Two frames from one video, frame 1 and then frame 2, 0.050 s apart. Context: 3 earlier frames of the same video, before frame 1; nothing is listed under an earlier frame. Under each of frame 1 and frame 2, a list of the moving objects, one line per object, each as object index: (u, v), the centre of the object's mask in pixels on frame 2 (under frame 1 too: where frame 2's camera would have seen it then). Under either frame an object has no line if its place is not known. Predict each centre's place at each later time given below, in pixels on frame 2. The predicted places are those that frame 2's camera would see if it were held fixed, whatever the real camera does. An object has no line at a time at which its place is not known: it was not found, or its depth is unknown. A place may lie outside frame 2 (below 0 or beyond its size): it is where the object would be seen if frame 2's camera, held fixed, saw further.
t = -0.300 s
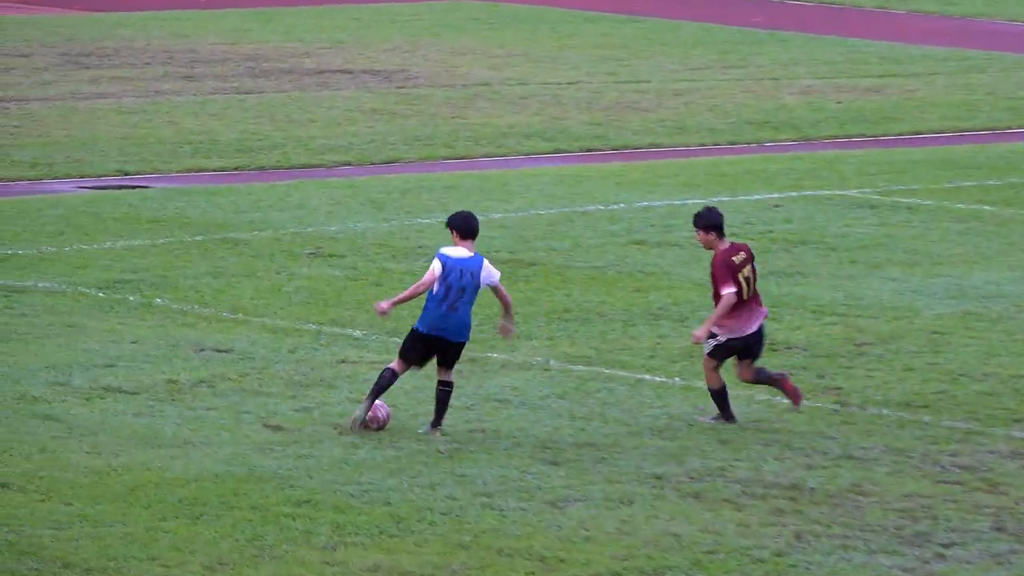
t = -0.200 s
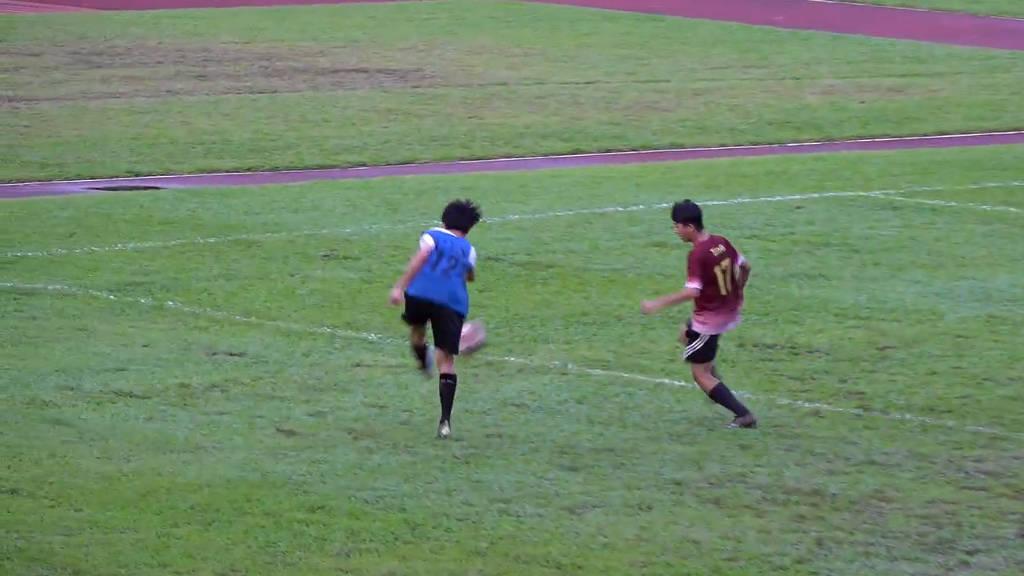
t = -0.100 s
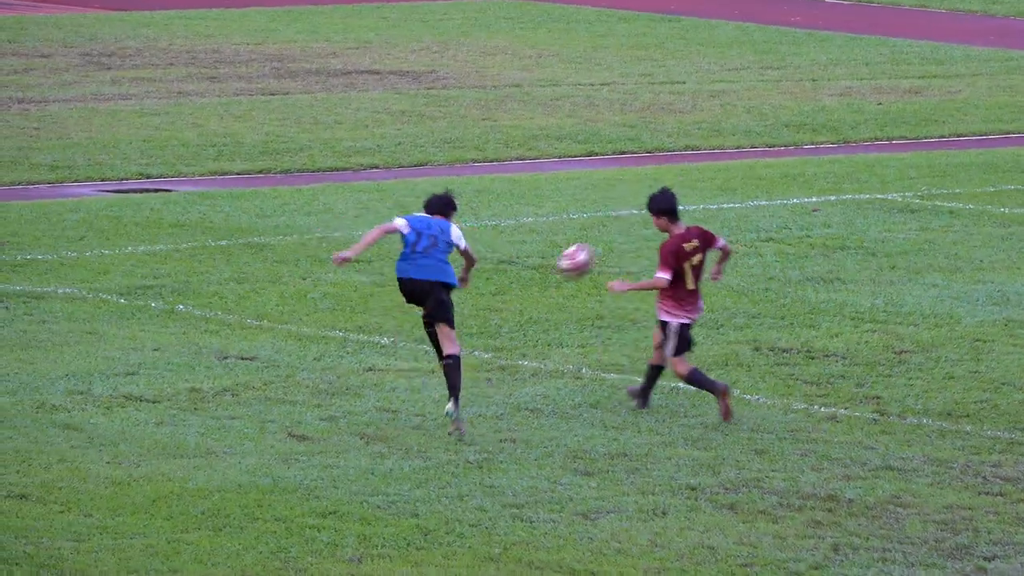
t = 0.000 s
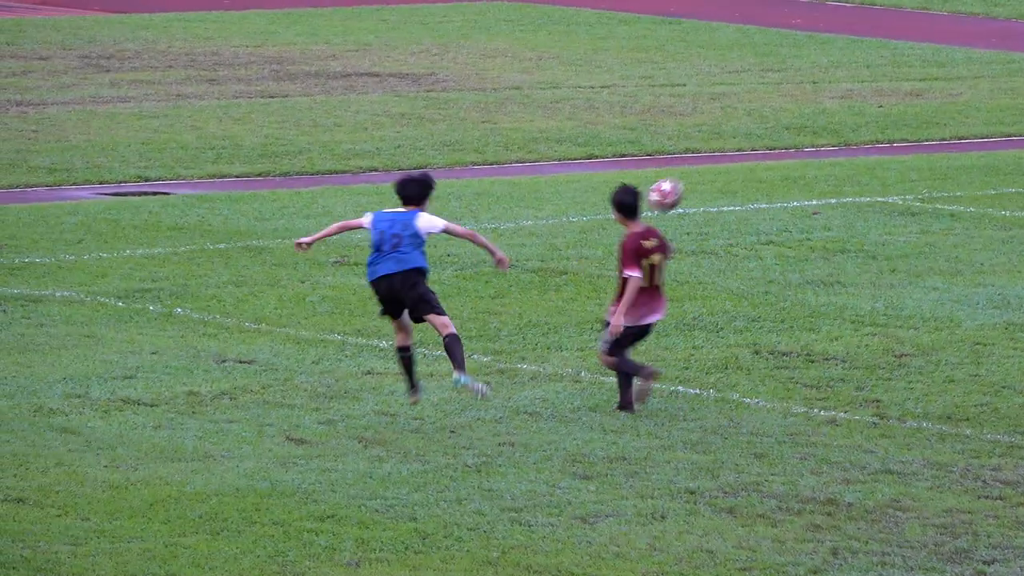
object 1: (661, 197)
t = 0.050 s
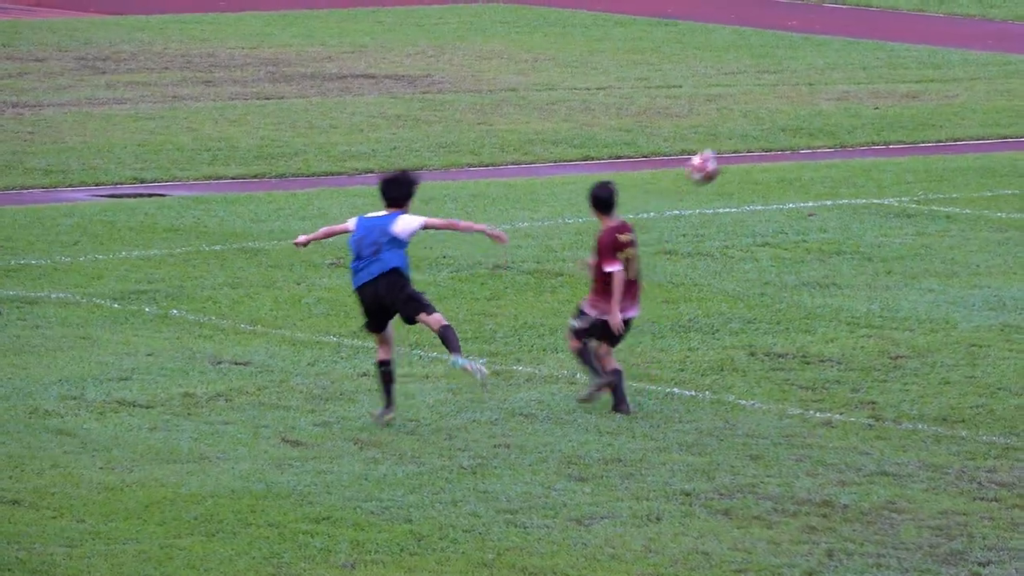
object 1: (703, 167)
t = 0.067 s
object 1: (717, 158)
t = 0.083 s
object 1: (731, 149)
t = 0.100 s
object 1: (744, 144)
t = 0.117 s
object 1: (758, 135)
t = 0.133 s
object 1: (773, 124)
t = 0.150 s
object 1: (783, 118)
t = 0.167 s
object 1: (796, 108)
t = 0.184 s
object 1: (811, 98)
